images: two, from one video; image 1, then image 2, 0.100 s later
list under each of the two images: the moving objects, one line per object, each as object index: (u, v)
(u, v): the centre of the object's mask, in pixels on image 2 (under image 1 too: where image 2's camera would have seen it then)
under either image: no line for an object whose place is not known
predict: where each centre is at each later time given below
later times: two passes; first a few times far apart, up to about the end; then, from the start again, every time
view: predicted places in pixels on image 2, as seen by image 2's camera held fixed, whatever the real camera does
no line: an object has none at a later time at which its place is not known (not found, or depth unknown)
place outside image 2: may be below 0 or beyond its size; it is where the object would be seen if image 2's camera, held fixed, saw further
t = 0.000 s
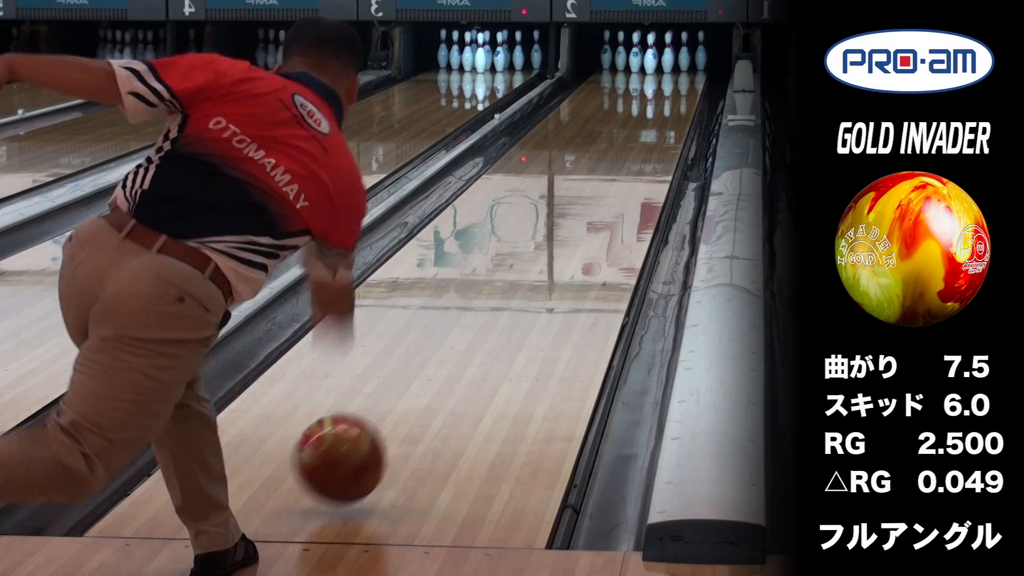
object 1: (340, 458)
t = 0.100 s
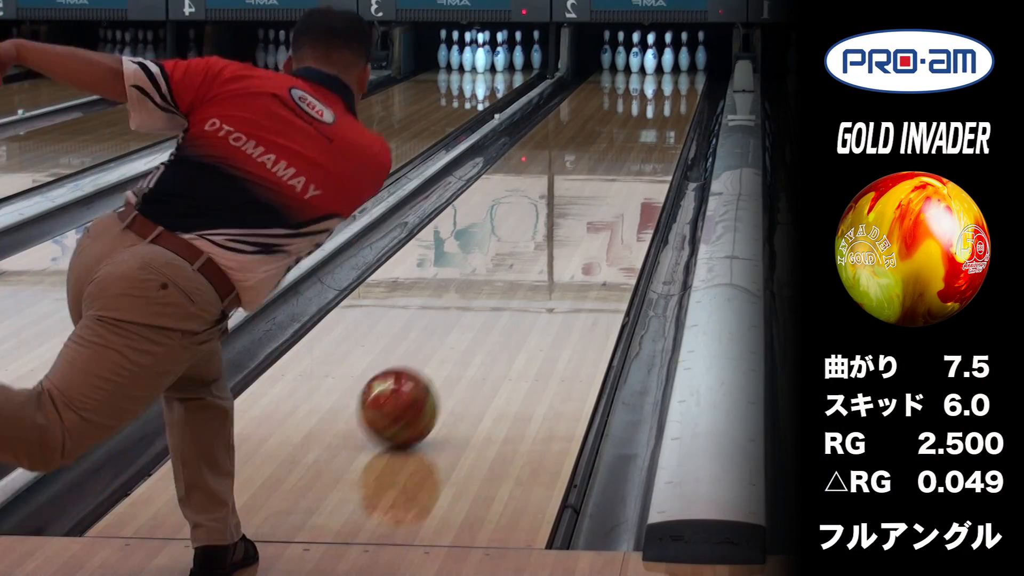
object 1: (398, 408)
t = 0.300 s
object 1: (482, 318)
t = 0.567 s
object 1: (553, 240)
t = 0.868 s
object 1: (602, 185)
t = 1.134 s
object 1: (631, 148)
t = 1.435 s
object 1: (654, 119)
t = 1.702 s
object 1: (667, 99)
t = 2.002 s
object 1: (670, 82)
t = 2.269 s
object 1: (662, 70)
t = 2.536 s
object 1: (658, 61)
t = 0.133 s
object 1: (415, 390)
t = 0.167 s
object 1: (431, 372)
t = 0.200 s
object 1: (445, 358)
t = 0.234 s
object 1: (458, 344)
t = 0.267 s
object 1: (470, 331)
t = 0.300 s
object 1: (482, 318)
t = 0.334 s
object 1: (493, 306)
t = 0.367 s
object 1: (503, 295)
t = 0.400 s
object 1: (512, 284)
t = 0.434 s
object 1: (521, 275)
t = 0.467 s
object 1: (530, 266)
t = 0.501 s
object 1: (538, 257)
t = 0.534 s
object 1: (545, 248)
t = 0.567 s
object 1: (553, 240)
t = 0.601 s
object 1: (559, 233)
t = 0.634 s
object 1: (566, 227)
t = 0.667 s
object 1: (571, 220)
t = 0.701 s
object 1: (578, 213)
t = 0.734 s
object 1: (583, 207)
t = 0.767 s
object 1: (588, 201)
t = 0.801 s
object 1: (593, 196)
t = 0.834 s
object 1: (597, 191)
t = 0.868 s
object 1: (602, 185)
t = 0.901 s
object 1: (606, 180)
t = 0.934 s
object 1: (611, 175)
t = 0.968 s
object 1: (614, 170)
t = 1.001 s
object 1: (618, 165)
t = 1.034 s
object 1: (621, 161)
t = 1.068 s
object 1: (625, 157)
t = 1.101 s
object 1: (628, 152)
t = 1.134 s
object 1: (631, 148)
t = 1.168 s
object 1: (634, 145)
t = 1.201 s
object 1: (637, 141)
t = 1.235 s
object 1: (640, 137)
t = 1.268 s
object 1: (642, 134)
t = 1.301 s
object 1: (645, 131)
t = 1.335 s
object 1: (647, 128)
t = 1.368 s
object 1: (649, 125)
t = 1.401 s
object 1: (651, 122)
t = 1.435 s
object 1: (654, 119)
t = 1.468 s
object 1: (656, 116)
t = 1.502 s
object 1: (658, 114)
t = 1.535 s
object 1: (659, 111)
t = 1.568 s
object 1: (660, 109)
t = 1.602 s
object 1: (662, 106)
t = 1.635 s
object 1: (665, 103)
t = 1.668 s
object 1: (666, 101)
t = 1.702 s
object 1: (667, 99)
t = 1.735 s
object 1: (668, 98)
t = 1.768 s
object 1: (669, 95)
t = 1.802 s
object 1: (669, 93)
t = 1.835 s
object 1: (670, 91)
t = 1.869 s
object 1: (671, 89)
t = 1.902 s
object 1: (671, 87)
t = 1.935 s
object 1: (671, 85)
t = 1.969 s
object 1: (671, 83)
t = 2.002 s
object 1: (670, 82)
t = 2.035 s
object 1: (670, 80)
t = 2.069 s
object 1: (669, 79)
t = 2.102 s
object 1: (668, 77)
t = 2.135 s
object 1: (667, 76)
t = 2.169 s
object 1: (666, 74)
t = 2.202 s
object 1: (665, 72)
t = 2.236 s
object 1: (663, 71)
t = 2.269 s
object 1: (662, 70)
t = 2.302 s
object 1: (661, 69)
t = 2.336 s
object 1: (660, 67)
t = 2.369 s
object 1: (659, 66)
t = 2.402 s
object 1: (658, 65)
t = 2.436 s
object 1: (657, 63)
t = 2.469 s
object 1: (659, 63)
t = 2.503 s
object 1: (658, 62)
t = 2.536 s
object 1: (658, 61)
